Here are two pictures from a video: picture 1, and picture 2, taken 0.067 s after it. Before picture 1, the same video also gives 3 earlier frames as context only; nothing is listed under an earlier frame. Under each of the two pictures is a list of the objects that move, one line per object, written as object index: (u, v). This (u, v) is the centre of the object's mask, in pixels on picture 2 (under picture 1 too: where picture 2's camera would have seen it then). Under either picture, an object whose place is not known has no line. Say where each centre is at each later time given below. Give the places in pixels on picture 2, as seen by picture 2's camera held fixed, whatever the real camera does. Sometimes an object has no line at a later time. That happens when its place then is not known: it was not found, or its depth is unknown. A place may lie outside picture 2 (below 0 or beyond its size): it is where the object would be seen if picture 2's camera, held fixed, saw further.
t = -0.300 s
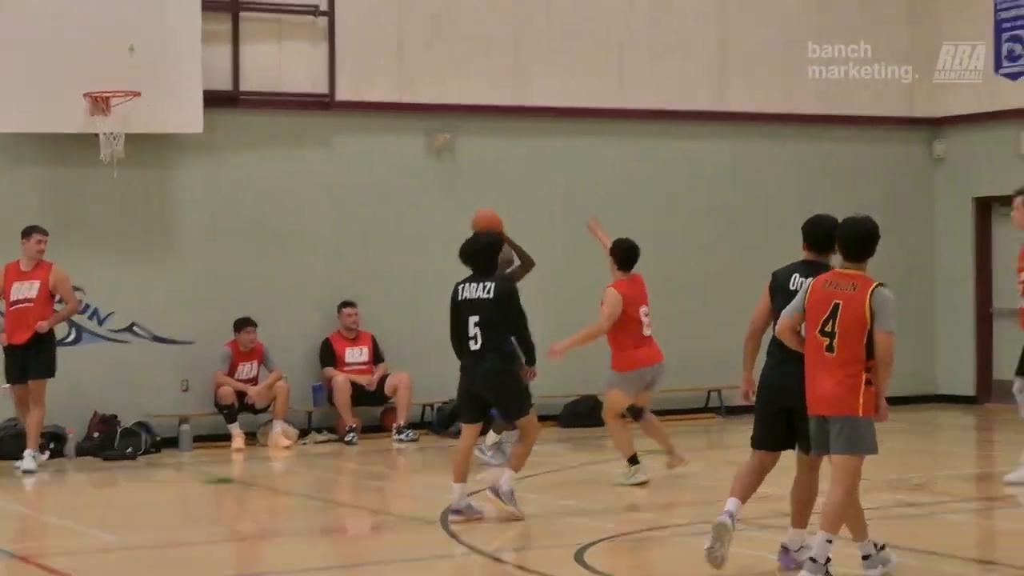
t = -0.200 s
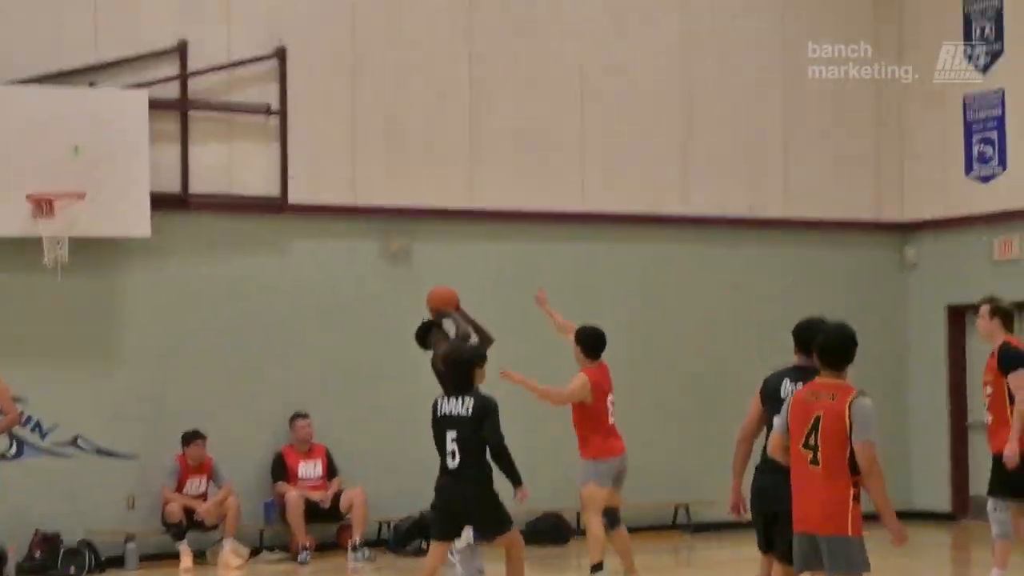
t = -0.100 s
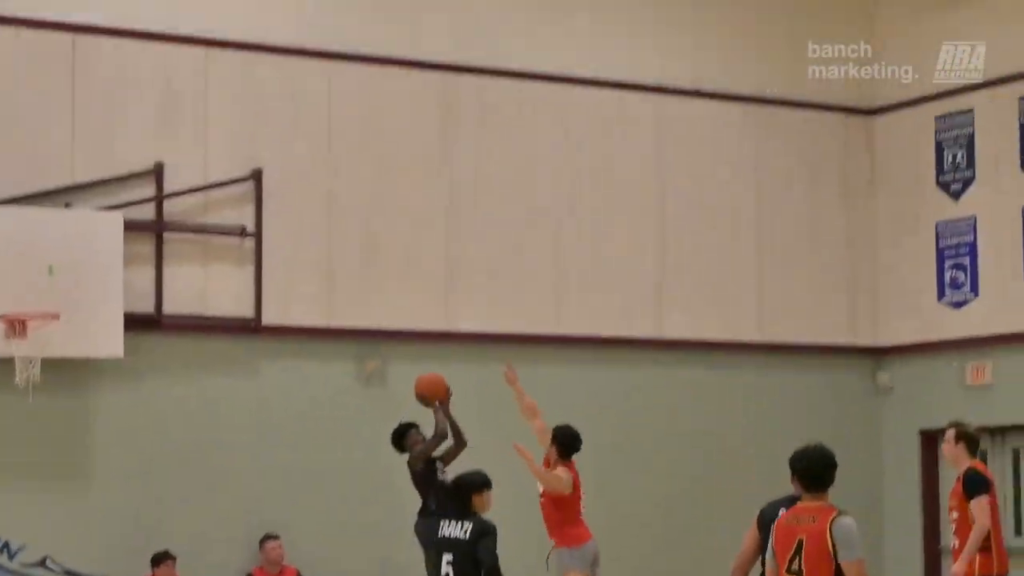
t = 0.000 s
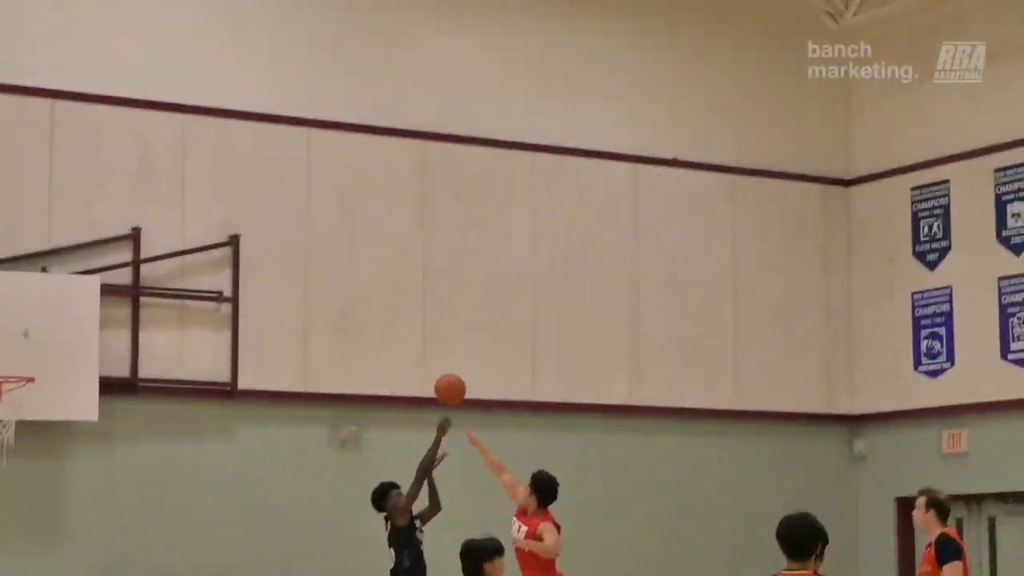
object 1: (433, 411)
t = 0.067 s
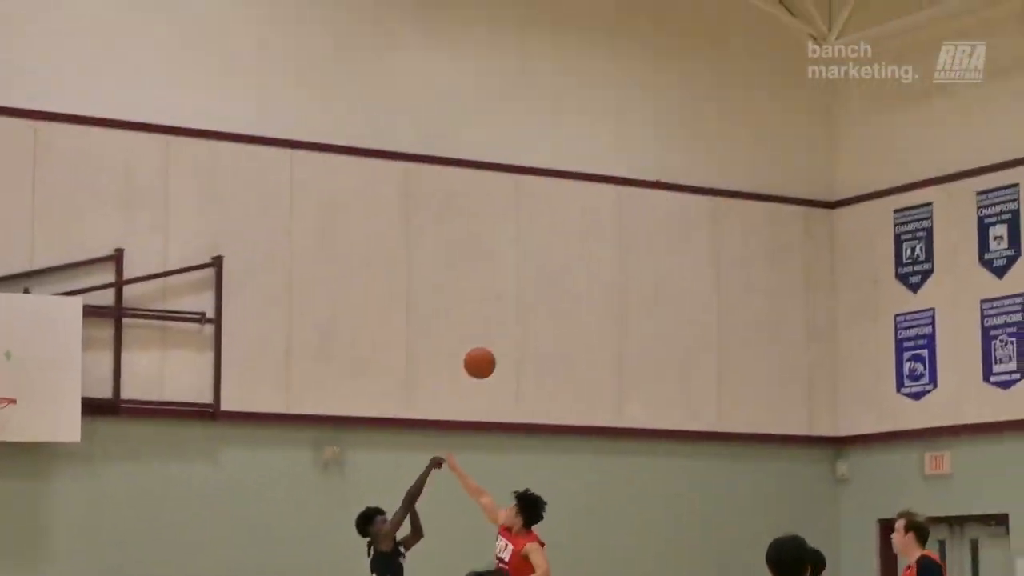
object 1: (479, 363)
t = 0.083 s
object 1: (491, 352)
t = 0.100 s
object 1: (503, 341)
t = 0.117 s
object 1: (515, 330)
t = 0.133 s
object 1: (526, 320)
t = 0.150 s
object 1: (538, 310)
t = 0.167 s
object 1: (549, 301)
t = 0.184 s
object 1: (562, 291)
